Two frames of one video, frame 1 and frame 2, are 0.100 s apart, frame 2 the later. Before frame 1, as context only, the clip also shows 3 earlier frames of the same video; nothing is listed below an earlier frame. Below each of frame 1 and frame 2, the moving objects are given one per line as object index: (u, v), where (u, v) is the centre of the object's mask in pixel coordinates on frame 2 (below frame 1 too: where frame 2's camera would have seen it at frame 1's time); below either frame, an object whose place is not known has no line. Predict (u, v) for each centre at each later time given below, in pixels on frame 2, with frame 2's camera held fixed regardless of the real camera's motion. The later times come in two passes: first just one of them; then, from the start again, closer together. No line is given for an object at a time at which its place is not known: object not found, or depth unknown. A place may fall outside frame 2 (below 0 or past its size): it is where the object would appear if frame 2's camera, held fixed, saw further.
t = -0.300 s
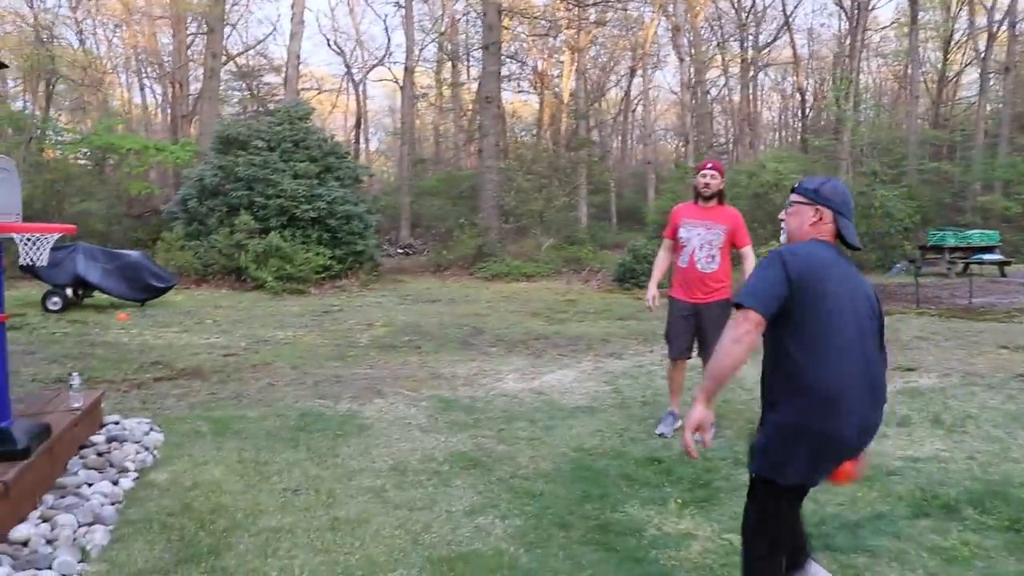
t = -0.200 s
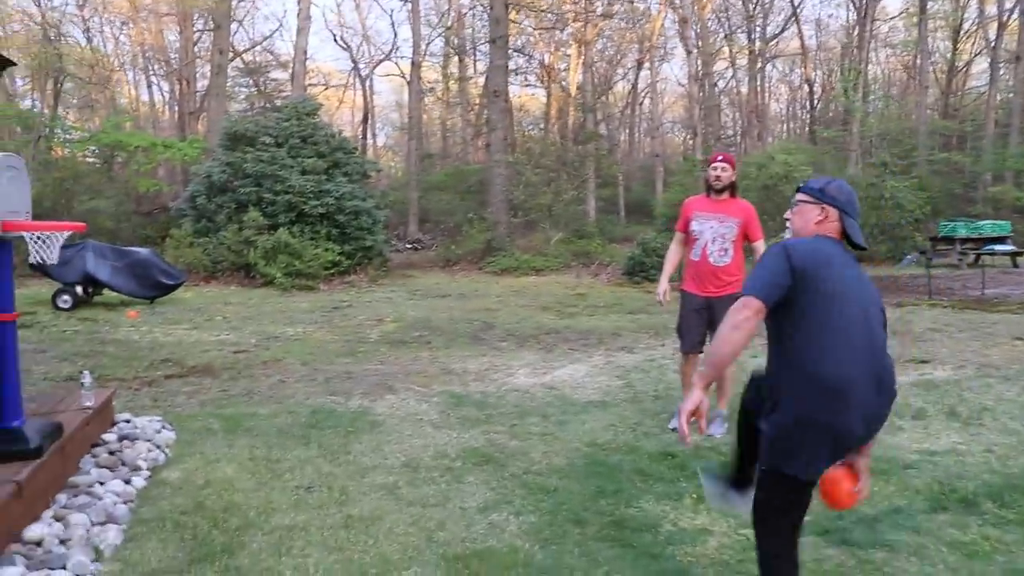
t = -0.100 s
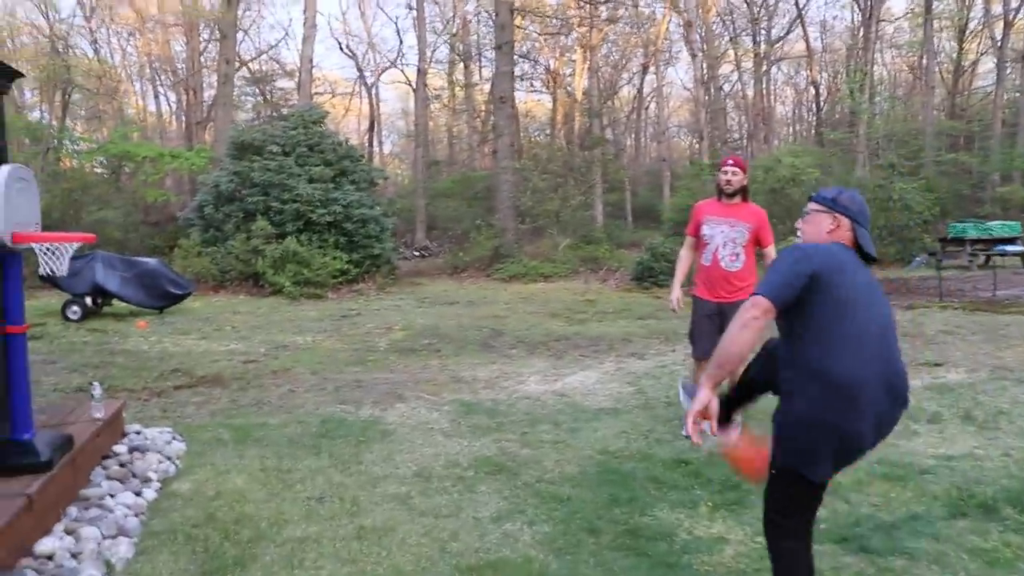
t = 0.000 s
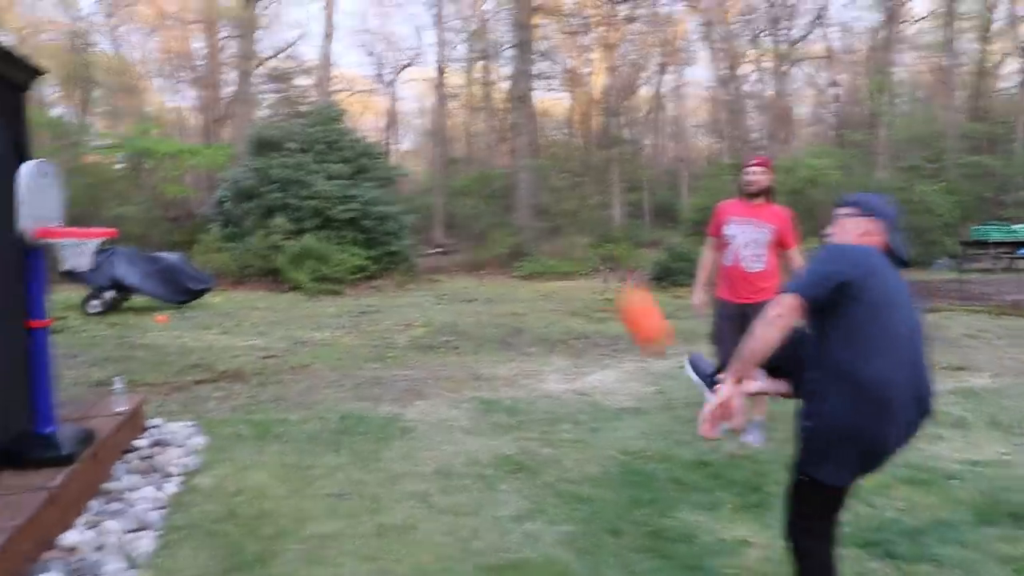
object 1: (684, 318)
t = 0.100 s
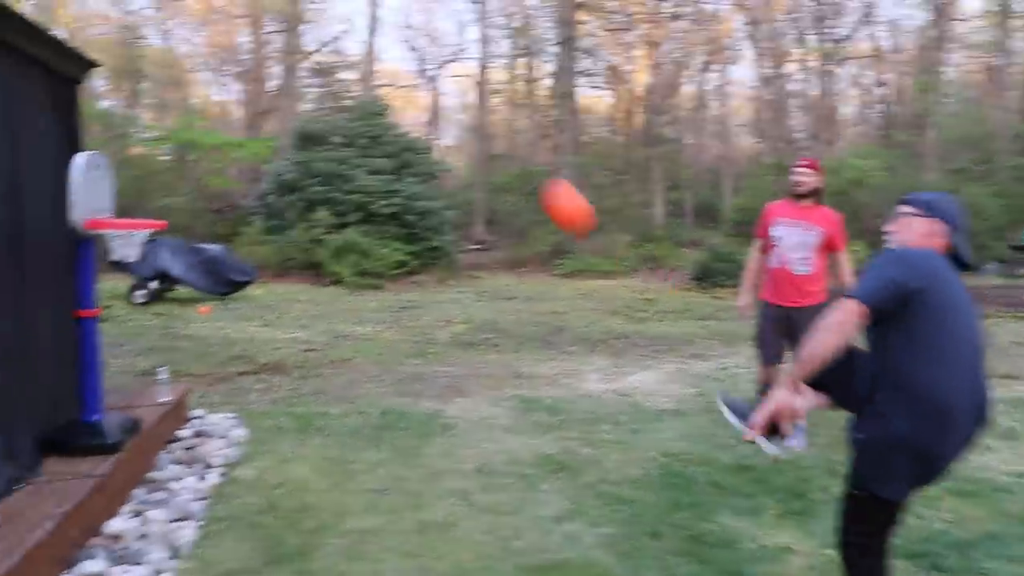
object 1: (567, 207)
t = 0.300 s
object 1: (379, 90)
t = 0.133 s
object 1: (532, 178)
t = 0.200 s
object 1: (468, 133)
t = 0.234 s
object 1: (434, 114)
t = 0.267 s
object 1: (404, 100)
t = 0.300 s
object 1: (379, 90)
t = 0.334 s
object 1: (351, 83)
